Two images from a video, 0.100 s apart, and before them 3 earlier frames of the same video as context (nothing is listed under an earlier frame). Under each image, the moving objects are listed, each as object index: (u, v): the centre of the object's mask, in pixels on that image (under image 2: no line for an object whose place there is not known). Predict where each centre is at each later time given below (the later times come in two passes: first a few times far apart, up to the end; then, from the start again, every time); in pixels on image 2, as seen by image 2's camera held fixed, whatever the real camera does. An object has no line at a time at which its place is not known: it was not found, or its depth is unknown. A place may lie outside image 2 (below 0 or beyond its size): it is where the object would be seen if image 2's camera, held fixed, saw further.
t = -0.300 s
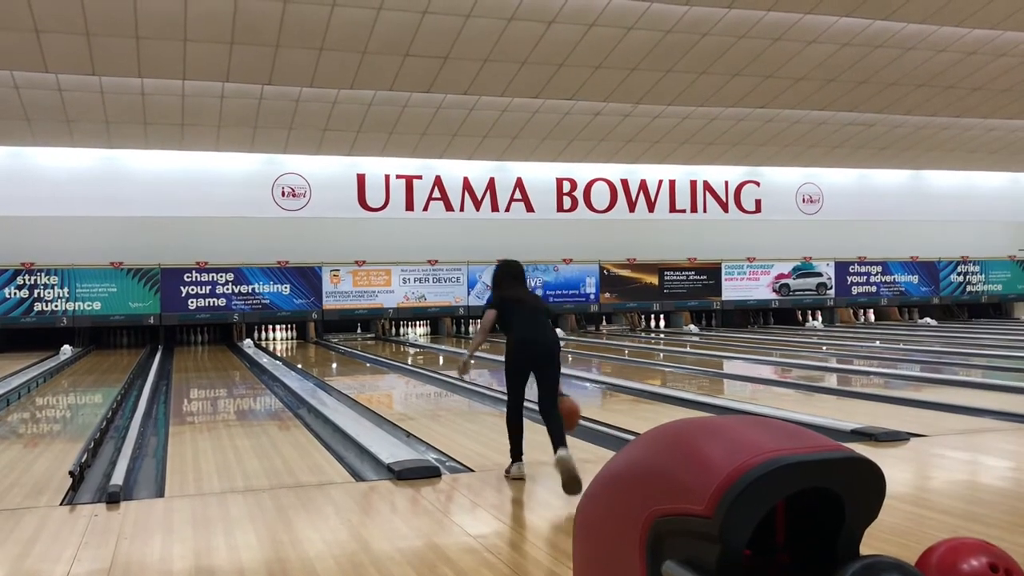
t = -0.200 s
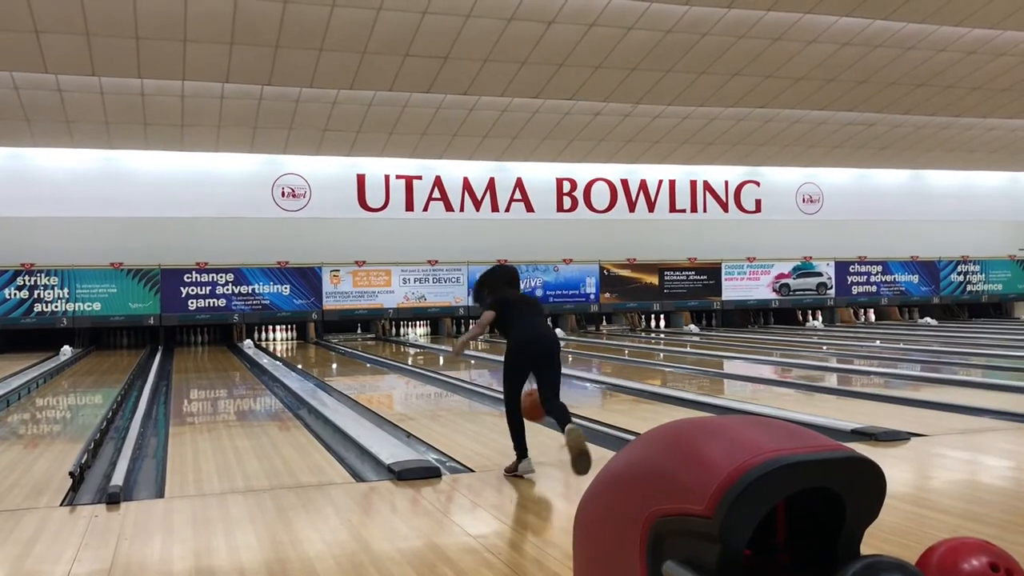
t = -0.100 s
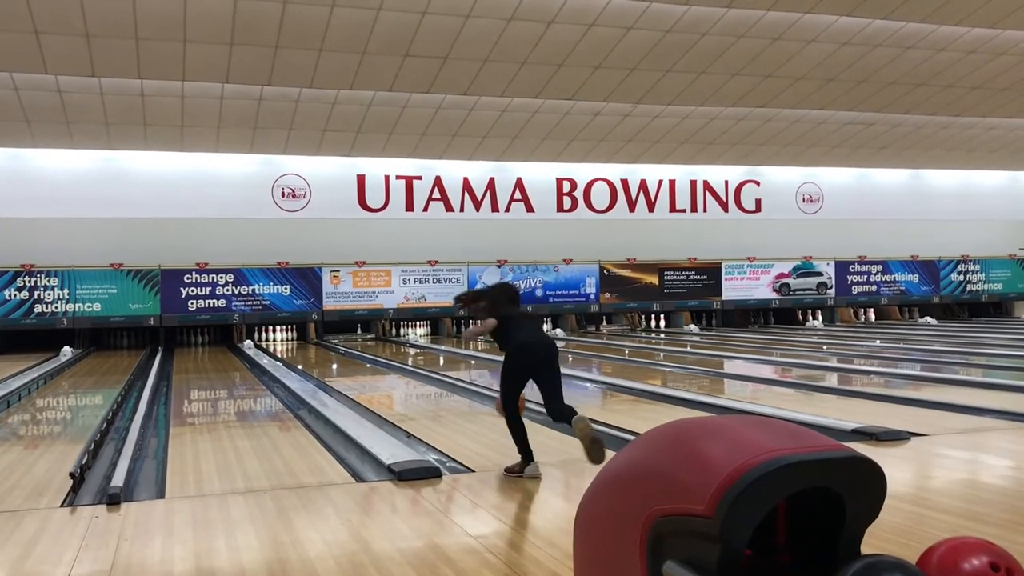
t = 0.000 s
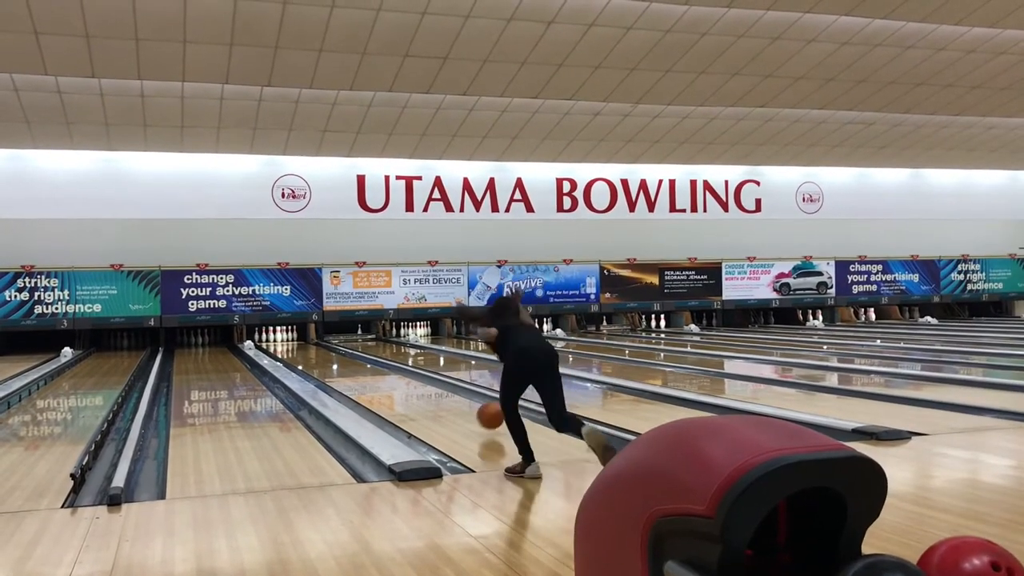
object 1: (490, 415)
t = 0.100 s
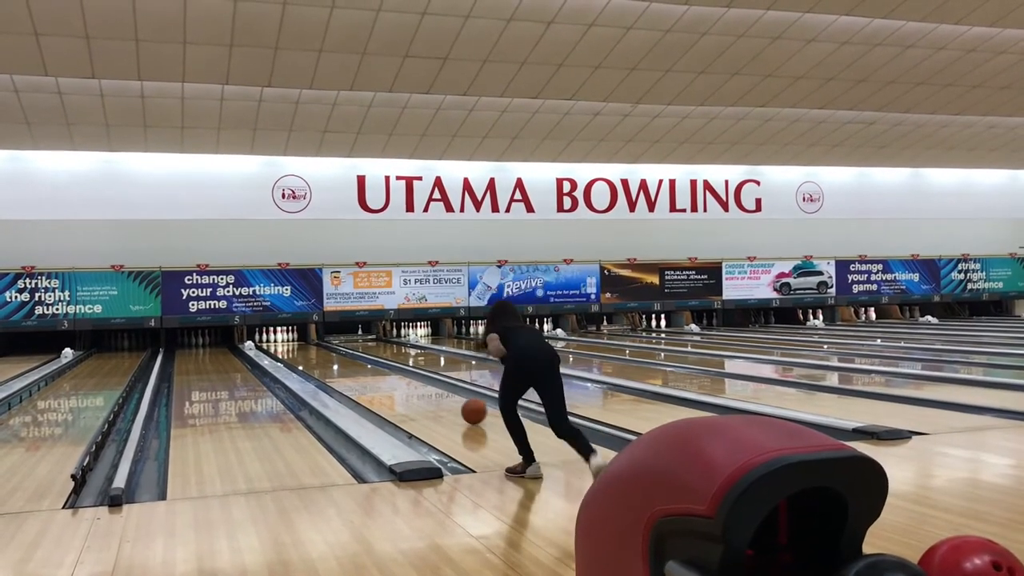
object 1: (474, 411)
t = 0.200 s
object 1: (459, 404)
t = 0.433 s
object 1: (430, 391)
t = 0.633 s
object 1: (411, 380)
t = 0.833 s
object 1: (396, 373)
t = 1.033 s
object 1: (384, 367)
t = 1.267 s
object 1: (373, 360)
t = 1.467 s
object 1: (365, 356)
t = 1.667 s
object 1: (359, 353)
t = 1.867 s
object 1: (356, 352)
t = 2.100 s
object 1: (347, 349)
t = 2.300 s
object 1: (338, 346)
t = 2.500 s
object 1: (334, 344)
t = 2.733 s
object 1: (326, 342)
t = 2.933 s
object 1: (322, 340)
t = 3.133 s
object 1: (318, 339)
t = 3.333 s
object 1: (312, 338)
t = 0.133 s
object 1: (468, 409)
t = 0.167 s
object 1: (464, 406)
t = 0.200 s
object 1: (459, 404)
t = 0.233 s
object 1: (454, 402)
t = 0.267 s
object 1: (450, 400)
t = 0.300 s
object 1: (445, 398)
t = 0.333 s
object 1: (441, 395)
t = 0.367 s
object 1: (438, 393)
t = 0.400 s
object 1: (434, 392)
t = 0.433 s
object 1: (430, 391)
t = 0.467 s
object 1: (426, 388)
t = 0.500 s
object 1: (423, 386)
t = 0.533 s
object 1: (420, 385)
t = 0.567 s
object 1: (417, 383)
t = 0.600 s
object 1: (414, 382)
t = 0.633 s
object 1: (411, 380)
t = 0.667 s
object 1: (408, 379)
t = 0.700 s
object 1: (406, 378)
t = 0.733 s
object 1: (403, 377)
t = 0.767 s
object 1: (401, 375)
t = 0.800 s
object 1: (398, 374)
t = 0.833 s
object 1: (396, 373)
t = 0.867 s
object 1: (394, 372)
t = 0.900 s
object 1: (392, 371)
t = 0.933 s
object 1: (390, 370)
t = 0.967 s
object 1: (388, 368)
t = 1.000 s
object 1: (386, 367)
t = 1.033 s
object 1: (384, 367)
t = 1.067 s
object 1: (383, 365)
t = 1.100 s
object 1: (380, 365)
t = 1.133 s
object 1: (379, 364)
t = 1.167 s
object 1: (377, 362)
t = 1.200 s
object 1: (376, 361)
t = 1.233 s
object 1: (375, 361)
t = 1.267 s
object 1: (373, 360)
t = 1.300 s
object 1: (372, 359)
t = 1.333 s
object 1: (370, 358)
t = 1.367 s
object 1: (369, 357)
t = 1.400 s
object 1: (368, 357)
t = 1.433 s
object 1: (366, 357)
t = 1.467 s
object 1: (365, 356)
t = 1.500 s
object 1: (364, 356)
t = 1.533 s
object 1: (363, 355)
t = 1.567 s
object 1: (362, 354)
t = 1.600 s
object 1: (361, 354)
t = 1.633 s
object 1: (360, 353)
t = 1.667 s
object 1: (359, 353)
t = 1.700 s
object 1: (358, 353)
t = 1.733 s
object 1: (357, 352)
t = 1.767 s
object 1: (356, 352)
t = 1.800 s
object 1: (356, 352)
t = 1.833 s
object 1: (356, 352)
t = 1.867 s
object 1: (356, 352)
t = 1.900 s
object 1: (355, 351)
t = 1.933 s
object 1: (353, 351)
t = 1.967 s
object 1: (351, 351)
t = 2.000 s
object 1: (349, 351)
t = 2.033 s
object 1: (348, 350)
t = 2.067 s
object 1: (348, 350)
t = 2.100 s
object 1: (347, 349)
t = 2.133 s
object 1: (345, 349)
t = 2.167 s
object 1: (344, 348)
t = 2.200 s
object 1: (342, 348)
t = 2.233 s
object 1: (340, 348)
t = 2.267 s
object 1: (339, 347)
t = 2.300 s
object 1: (338, 346)
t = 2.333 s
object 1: (338, 346)
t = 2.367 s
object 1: (337, 345)
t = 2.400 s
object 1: (336, 345)
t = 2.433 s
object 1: (335, 345)
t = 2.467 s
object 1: (334, 345)
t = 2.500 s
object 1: (334, 344)
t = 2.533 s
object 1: (331, 343)
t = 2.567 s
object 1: (329, 343)
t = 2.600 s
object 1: (328, 343)
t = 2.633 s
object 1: (329, 343)
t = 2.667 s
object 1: (328, 342)
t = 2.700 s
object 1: (326, 342)
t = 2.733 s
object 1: (326, 342)
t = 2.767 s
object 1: (325, 342)
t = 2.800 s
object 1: (324, 341)
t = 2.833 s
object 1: (324, 341)
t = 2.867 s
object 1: (323, 341)
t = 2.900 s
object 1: (322, 341)
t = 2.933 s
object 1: (322, 340)
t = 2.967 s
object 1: (321, 340)
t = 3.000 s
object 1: (321, 340)
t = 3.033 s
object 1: (321, 340)
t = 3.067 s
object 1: (319, 340)
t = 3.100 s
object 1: (319, 339)
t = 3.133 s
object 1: (318, 339)
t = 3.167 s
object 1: (314, 338)
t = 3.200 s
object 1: (314, 338)
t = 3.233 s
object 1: (313, 338)
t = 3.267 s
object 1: (313, 338)
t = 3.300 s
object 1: (312, 338)
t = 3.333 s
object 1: (312, 338)
